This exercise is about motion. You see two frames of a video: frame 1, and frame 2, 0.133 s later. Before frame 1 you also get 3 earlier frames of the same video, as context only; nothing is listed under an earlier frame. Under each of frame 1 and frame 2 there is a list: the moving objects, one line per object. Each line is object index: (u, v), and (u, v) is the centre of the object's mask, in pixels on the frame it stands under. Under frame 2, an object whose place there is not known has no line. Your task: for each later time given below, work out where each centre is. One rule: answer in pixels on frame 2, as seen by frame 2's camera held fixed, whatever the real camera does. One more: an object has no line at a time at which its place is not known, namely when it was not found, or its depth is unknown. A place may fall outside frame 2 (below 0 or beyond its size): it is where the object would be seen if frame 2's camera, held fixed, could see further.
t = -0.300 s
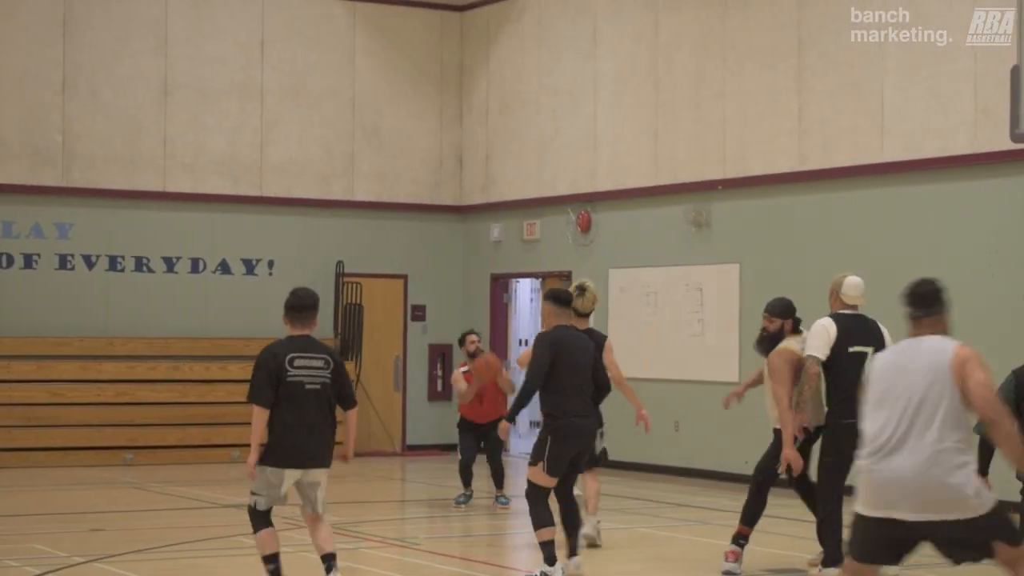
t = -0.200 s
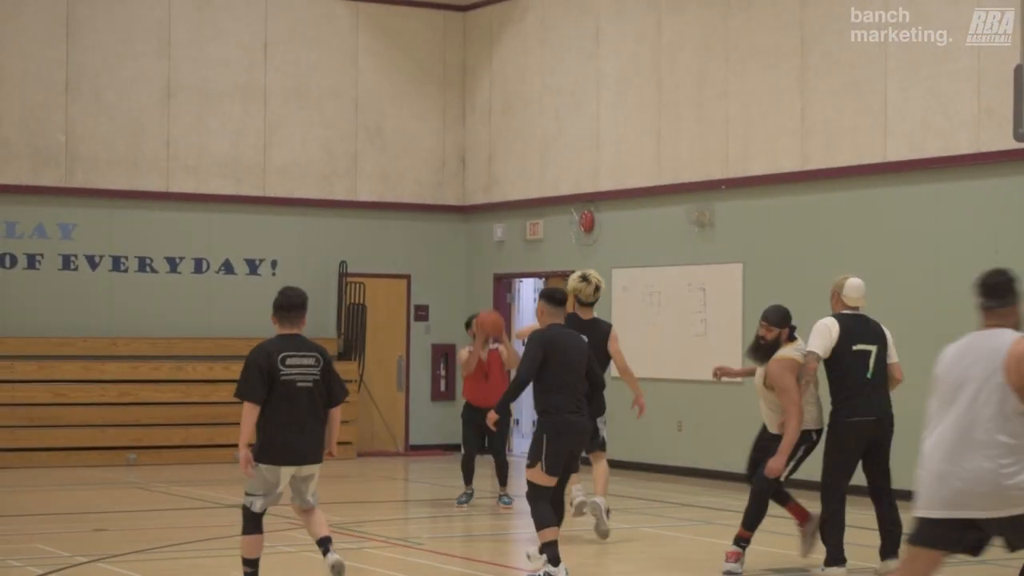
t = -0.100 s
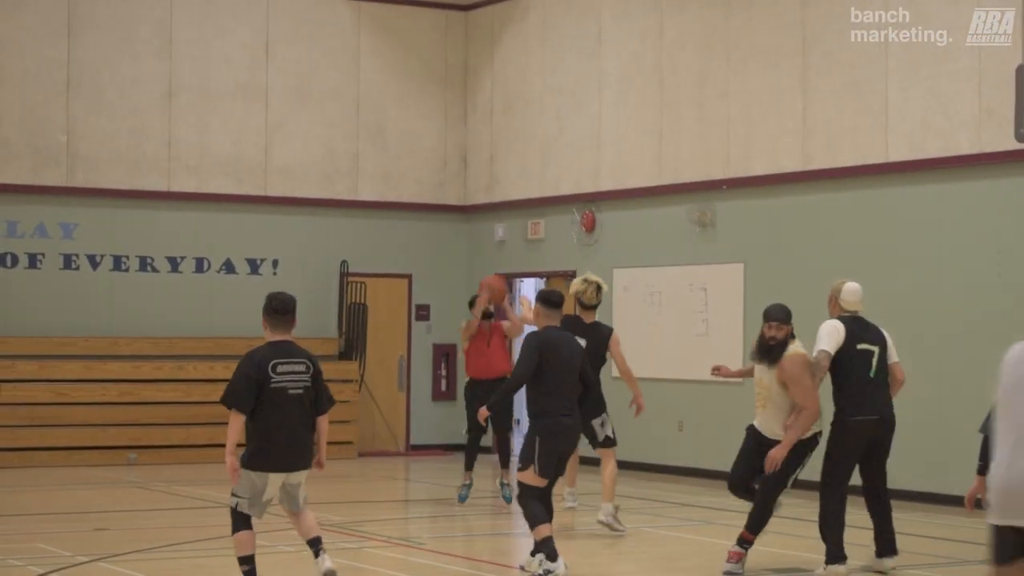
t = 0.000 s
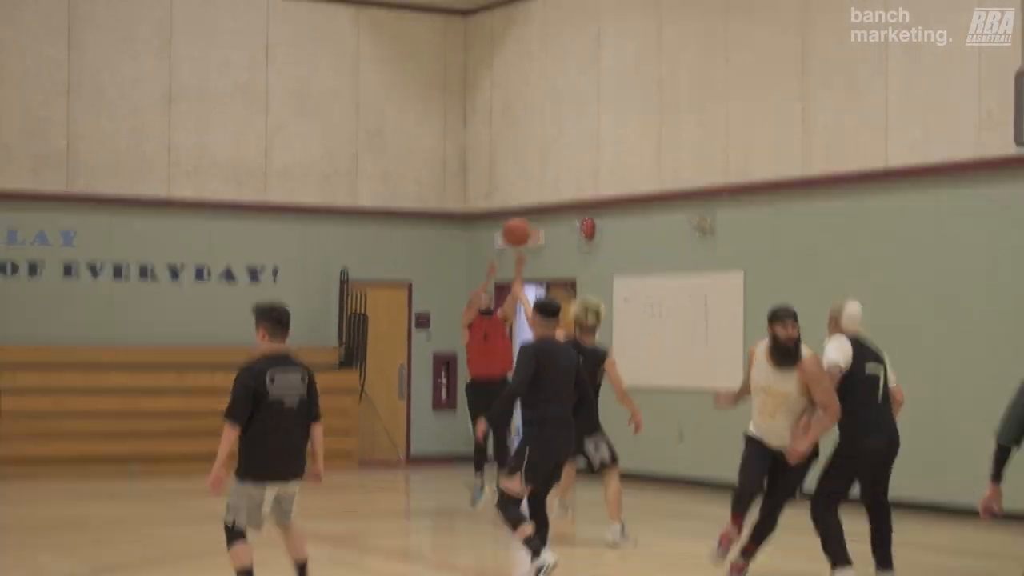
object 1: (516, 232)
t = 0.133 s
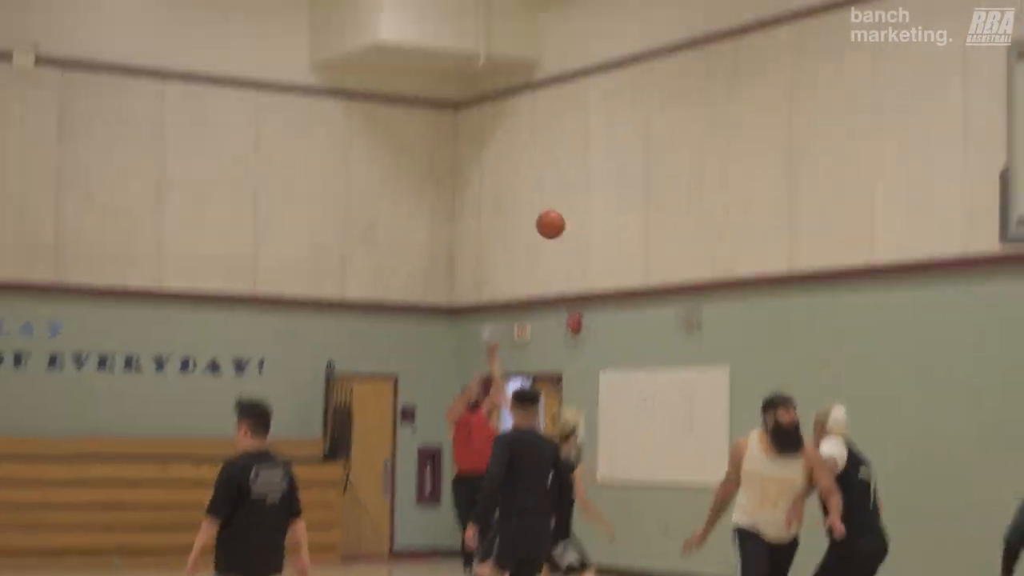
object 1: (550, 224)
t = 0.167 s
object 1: (563, 201)
